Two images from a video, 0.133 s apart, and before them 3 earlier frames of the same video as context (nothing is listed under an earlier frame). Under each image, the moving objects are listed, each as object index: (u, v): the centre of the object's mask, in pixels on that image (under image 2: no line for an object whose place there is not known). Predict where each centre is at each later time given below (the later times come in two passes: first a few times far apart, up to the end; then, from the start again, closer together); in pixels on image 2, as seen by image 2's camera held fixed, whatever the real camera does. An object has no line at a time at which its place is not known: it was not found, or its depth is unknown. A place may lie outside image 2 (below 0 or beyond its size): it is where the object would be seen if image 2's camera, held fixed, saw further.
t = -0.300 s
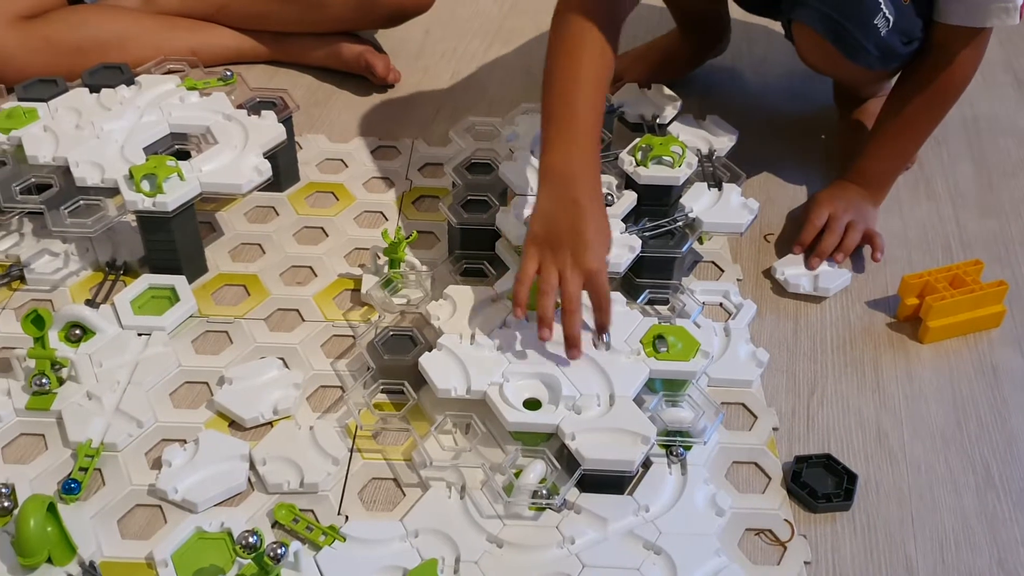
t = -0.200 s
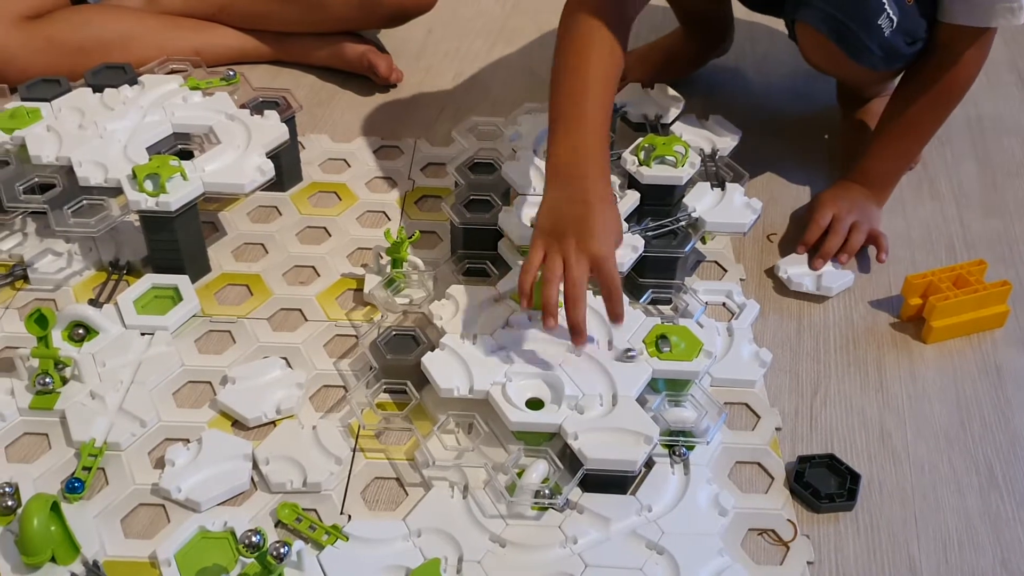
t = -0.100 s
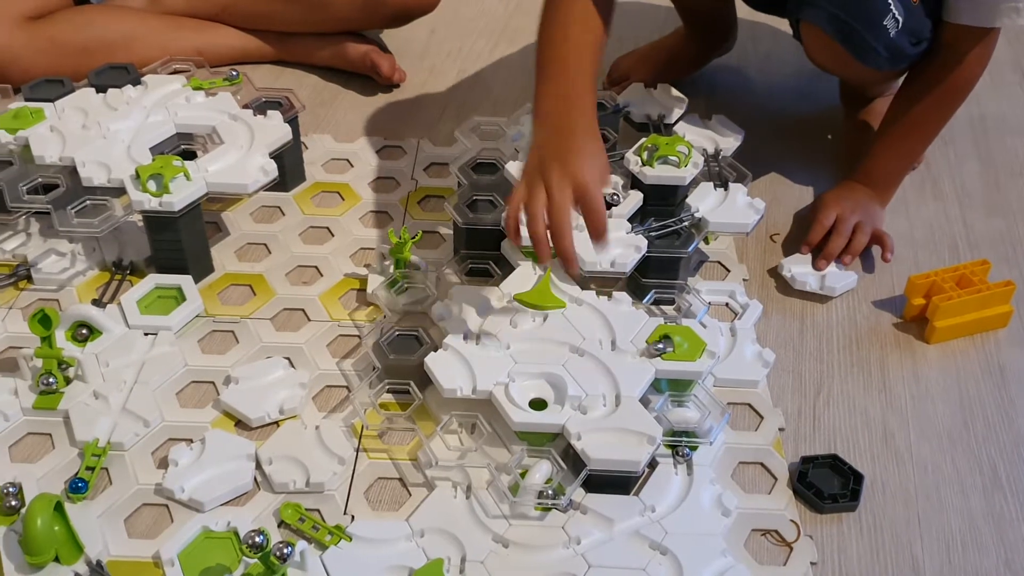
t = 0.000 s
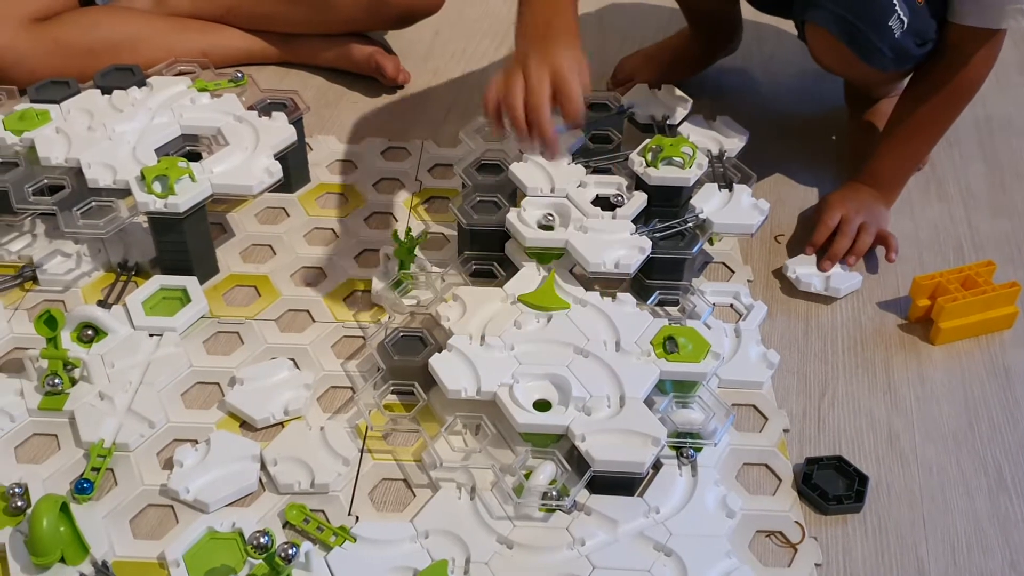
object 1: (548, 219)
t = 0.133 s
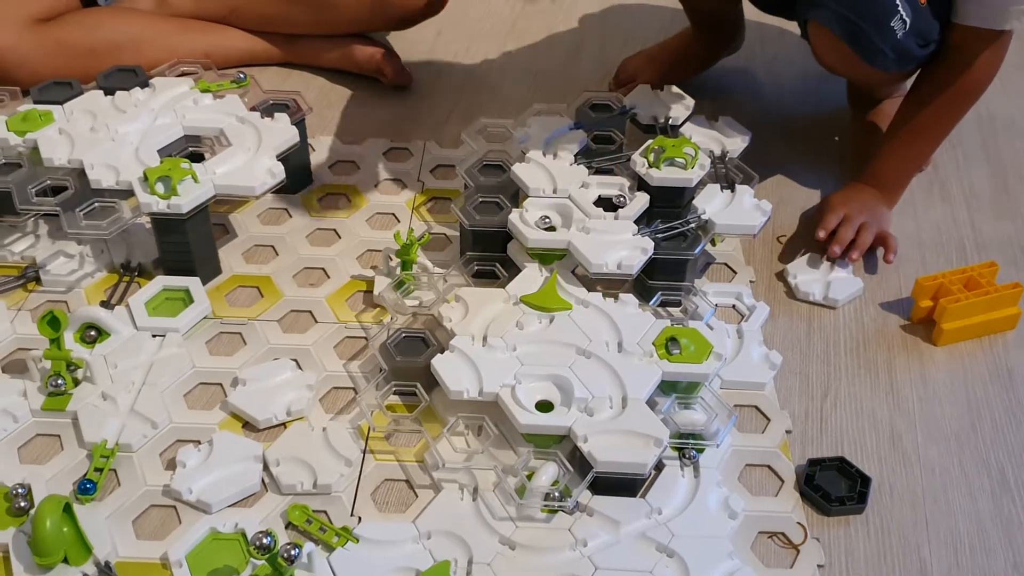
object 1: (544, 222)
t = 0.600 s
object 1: (547, 259)
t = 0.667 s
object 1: (546, 270)
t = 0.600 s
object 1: (547, 259)
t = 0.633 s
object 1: (547, 265)
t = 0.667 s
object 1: (546, 270)
